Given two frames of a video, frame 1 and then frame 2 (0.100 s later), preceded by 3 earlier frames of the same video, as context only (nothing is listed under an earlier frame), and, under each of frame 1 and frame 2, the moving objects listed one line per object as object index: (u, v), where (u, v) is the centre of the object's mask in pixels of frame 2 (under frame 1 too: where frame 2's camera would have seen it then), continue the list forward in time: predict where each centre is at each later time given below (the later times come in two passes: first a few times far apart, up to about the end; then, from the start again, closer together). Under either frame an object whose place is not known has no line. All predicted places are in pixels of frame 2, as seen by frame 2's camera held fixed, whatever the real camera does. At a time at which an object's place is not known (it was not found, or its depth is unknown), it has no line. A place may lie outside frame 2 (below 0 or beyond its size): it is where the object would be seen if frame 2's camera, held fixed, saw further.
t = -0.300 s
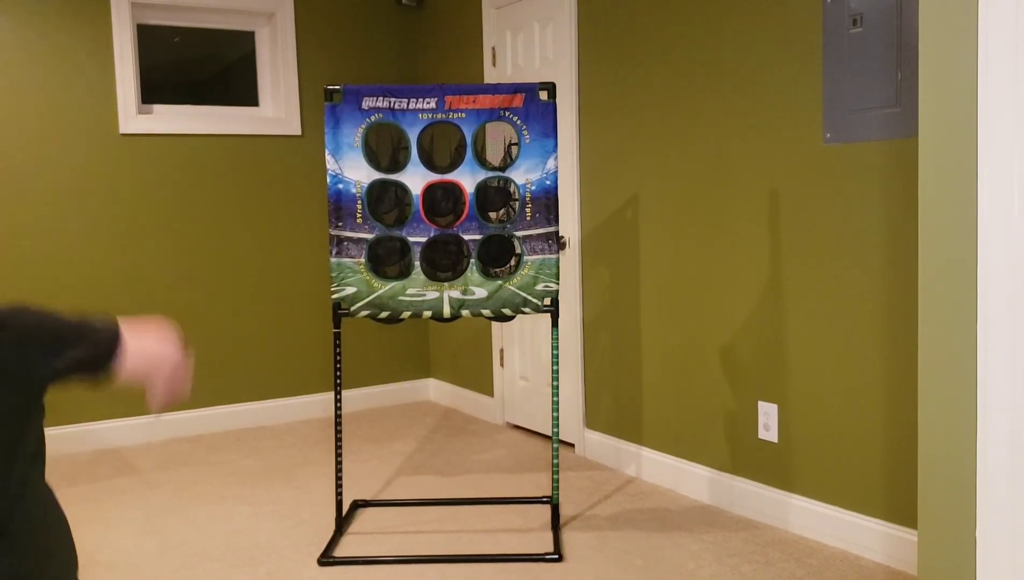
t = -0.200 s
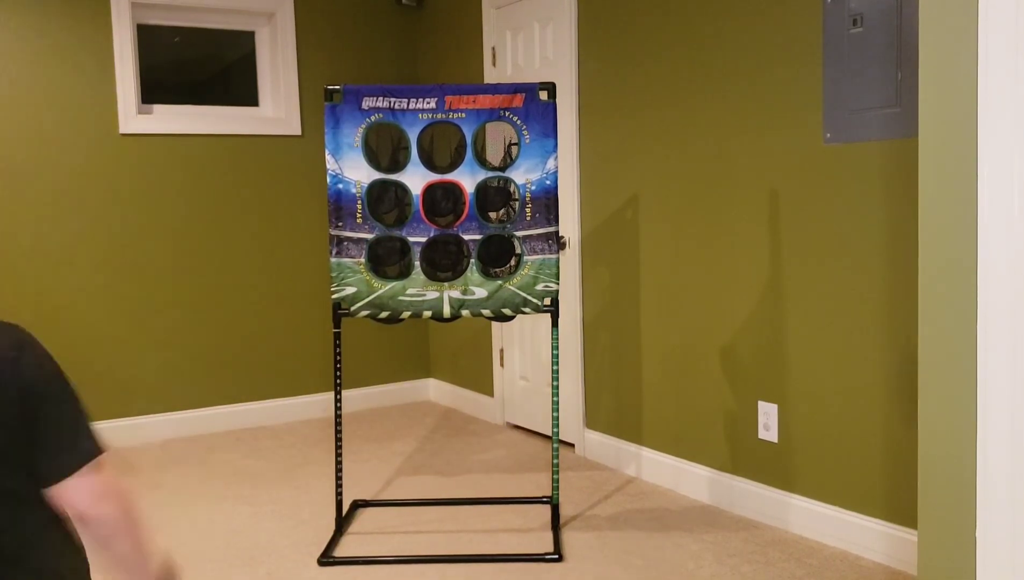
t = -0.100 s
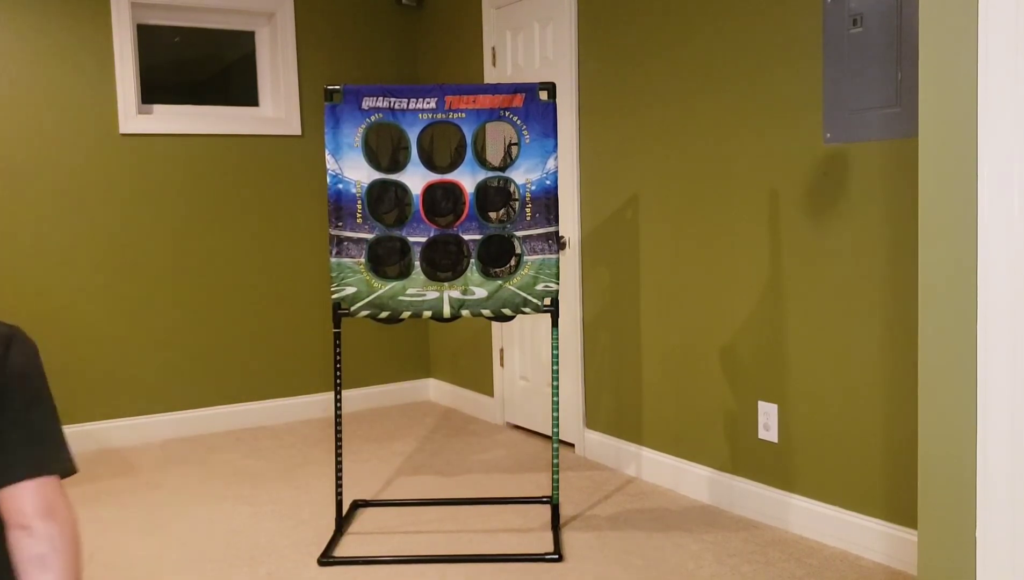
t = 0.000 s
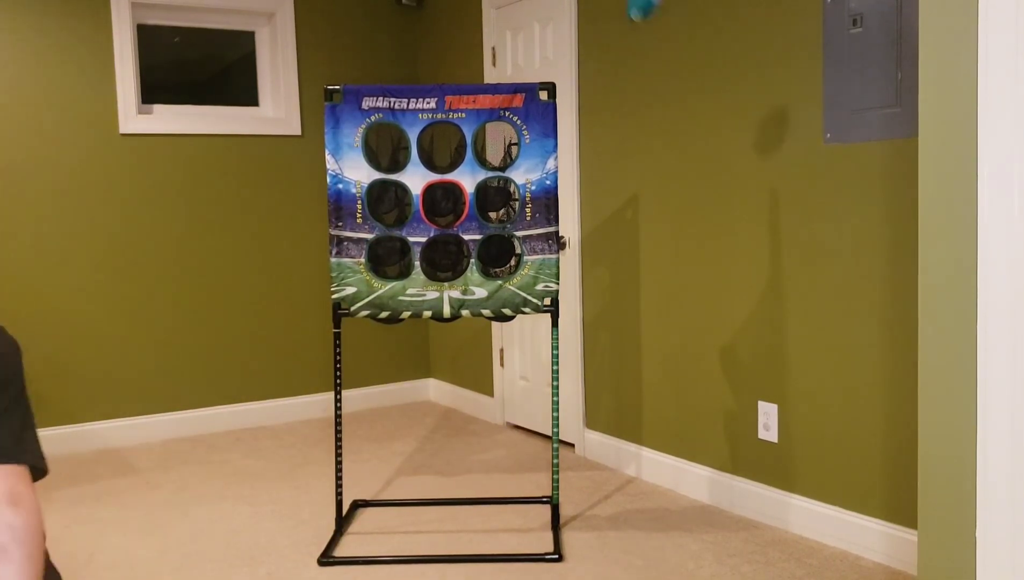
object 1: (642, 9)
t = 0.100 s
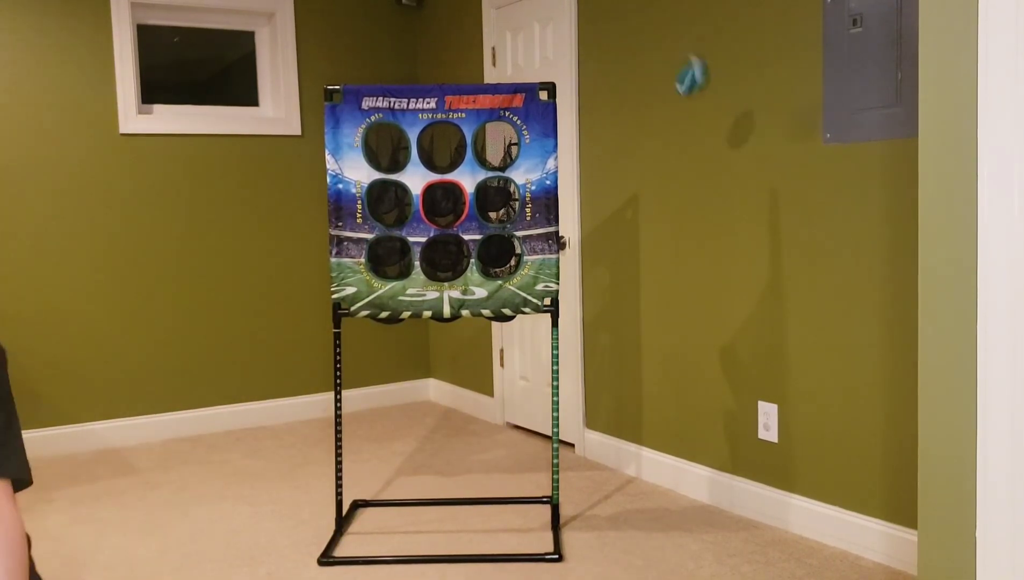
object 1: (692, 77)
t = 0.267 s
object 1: (641, 196)
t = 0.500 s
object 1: (456, 418)
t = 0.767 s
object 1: (318, 419)
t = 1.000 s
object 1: (238, 433)
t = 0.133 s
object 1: (706, 107)
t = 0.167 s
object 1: (720, 137)
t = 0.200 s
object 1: (701, 155)
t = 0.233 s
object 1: (671, 174)
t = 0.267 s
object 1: (641, 196)
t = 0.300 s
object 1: (613, 220)
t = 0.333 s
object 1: (587, 246)
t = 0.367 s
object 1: (564, 277)
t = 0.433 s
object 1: (507, 341)
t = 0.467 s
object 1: (481, 377)
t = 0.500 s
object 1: (456, 418)
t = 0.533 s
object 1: (433, 459)
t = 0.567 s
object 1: (410, 492)
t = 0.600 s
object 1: (392, 473)
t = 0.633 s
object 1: (376, 456)
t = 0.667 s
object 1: (361, 443)
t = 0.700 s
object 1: (349, 432)
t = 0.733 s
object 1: (327, 426)
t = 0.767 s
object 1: (318, 419)
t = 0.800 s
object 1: (306, 417)
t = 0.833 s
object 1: (292, 416)
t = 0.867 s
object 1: (280, 420)
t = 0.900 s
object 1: (268, 424)
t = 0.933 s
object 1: (257, 431)
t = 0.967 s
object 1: (247, 442)
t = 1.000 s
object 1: (238, 433)
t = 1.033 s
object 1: (232, 412)
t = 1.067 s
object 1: (226, 395)
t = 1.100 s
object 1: (221, 380)
